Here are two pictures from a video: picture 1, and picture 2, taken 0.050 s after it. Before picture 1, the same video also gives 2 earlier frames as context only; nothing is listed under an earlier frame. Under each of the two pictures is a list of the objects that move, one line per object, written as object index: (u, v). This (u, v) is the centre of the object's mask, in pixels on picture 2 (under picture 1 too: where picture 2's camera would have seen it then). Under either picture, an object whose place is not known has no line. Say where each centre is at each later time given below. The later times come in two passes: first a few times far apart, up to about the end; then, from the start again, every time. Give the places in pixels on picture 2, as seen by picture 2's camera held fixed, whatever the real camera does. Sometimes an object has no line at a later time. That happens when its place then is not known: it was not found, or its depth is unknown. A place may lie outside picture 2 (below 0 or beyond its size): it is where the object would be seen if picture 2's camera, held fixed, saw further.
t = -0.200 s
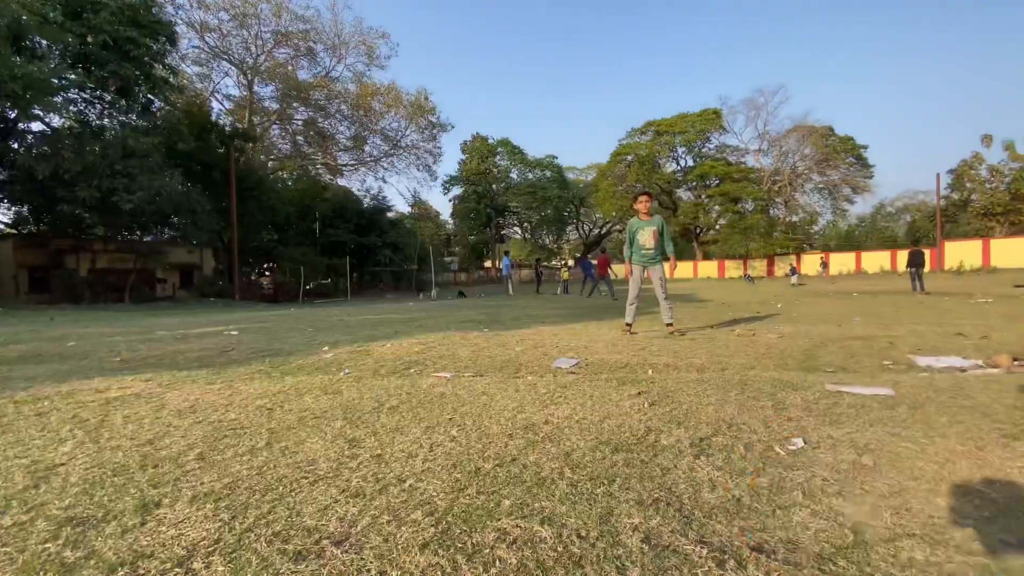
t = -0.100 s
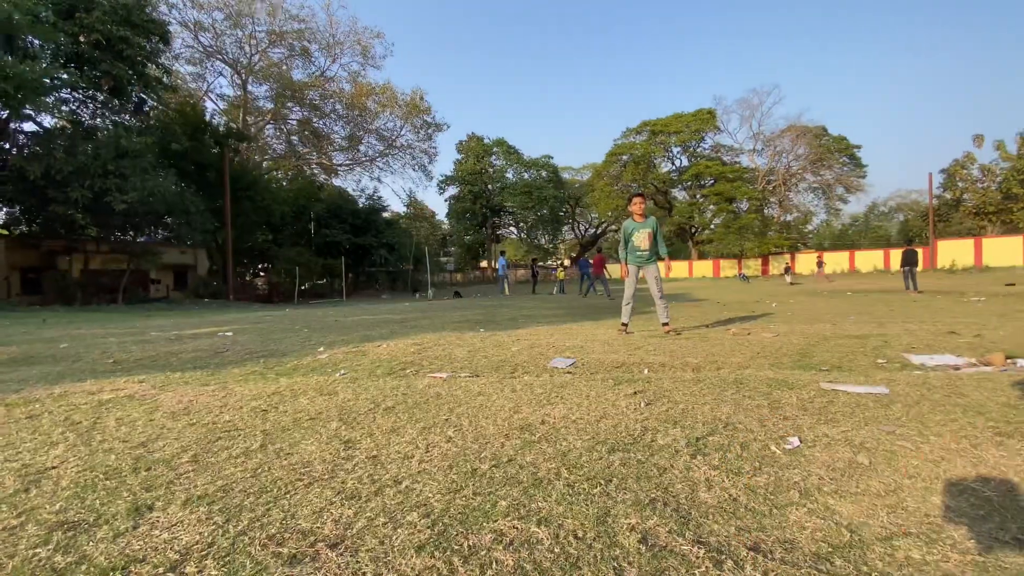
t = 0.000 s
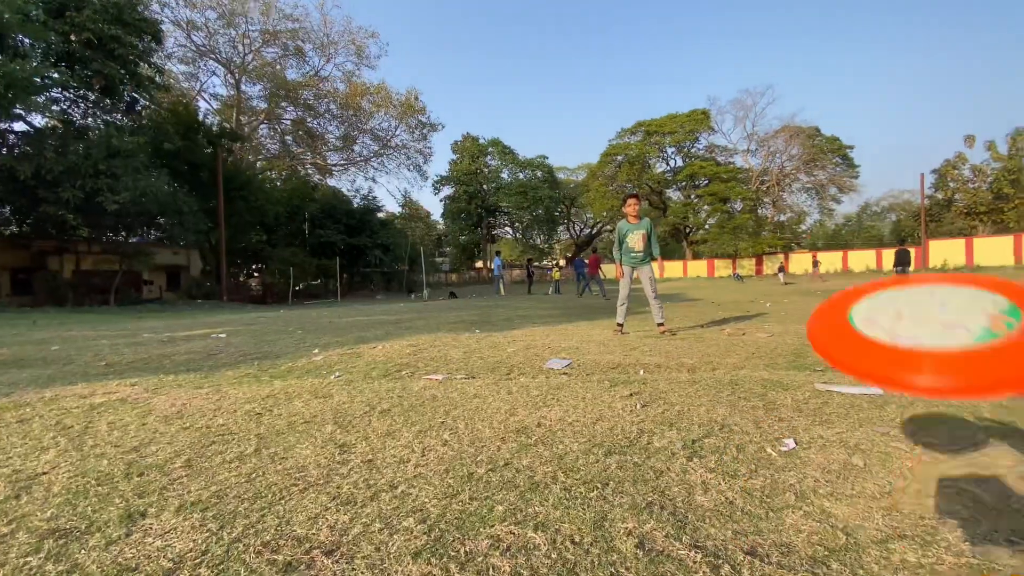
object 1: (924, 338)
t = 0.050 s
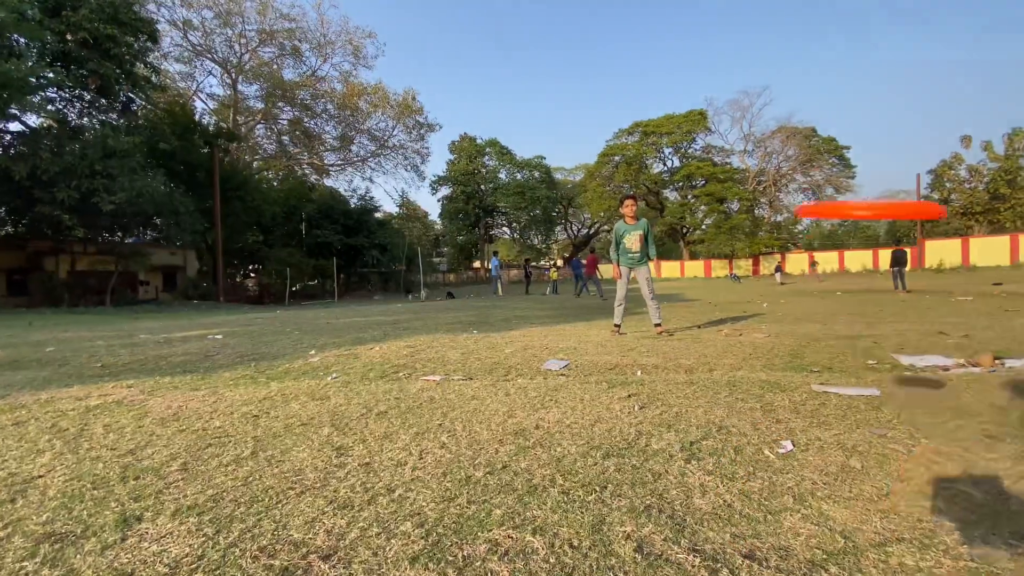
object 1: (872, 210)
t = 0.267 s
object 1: (819, 150)
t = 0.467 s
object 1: (813, 163)
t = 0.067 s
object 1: (861, 195)
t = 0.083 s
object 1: (852, 182)
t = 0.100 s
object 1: (846, 172)
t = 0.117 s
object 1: (841, 164)
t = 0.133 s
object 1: (836, 159)
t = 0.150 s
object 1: (832, 157)
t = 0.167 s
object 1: (830, 154)
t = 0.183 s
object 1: (826, 152)
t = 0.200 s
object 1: (825, 149)
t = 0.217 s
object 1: (821, 149)
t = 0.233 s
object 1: (820, 150)
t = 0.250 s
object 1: (819, 149)
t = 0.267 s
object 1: (819, 150)
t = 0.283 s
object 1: (818, 150)
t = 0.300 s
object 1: (817, 151)
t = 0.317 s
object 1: (814, 152)
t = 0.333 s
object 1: (815, 153)
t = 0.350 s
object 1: (815, 154)
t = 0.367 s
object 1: (815, 155)
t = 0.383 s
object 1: (811, 156)
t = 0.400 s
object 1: (812, 158)
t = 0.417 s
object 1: (812, 159)
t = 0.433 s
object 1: (813, 160)
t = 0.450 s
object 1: (812, 162)
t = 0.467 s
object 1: (813, 163)
